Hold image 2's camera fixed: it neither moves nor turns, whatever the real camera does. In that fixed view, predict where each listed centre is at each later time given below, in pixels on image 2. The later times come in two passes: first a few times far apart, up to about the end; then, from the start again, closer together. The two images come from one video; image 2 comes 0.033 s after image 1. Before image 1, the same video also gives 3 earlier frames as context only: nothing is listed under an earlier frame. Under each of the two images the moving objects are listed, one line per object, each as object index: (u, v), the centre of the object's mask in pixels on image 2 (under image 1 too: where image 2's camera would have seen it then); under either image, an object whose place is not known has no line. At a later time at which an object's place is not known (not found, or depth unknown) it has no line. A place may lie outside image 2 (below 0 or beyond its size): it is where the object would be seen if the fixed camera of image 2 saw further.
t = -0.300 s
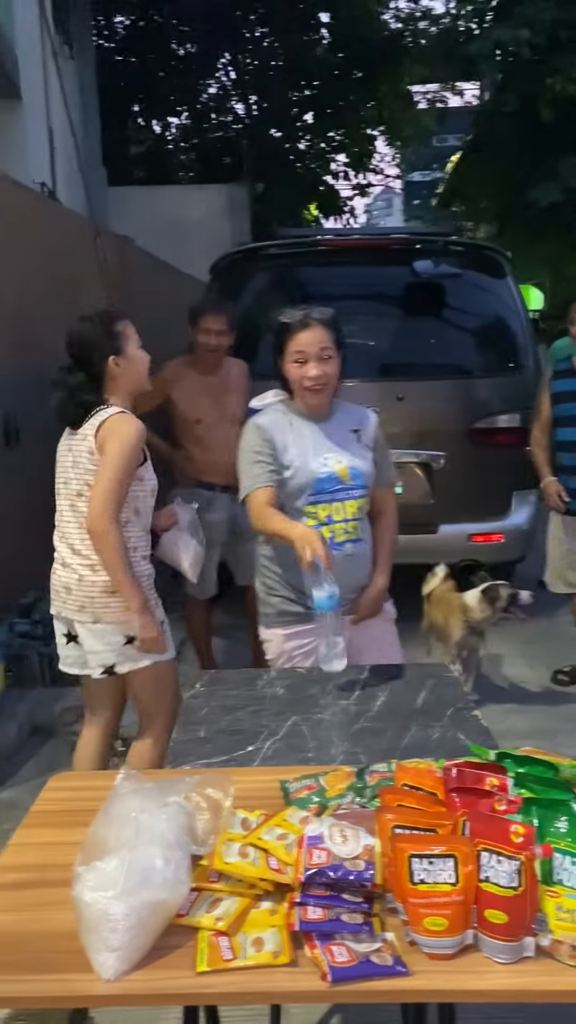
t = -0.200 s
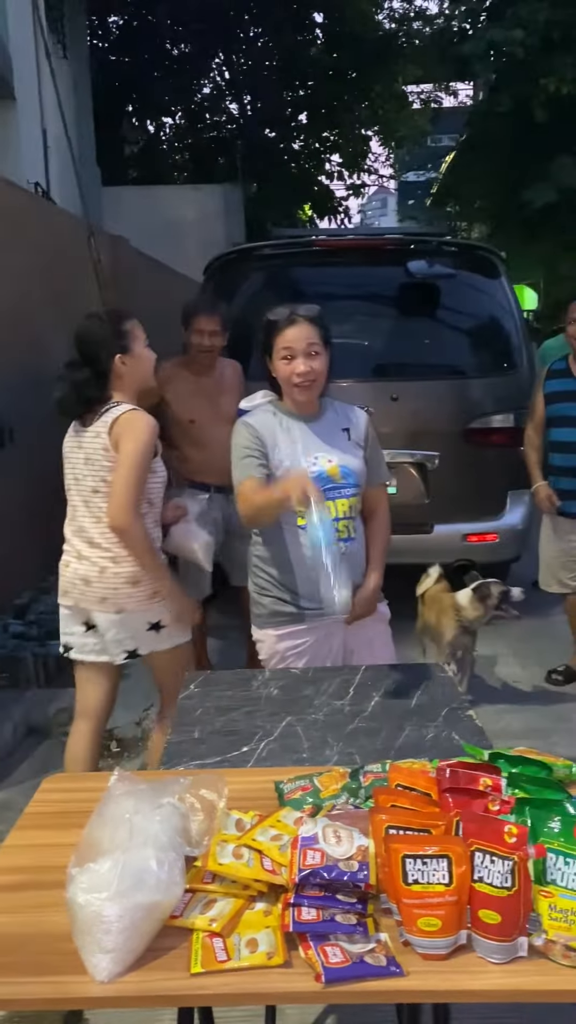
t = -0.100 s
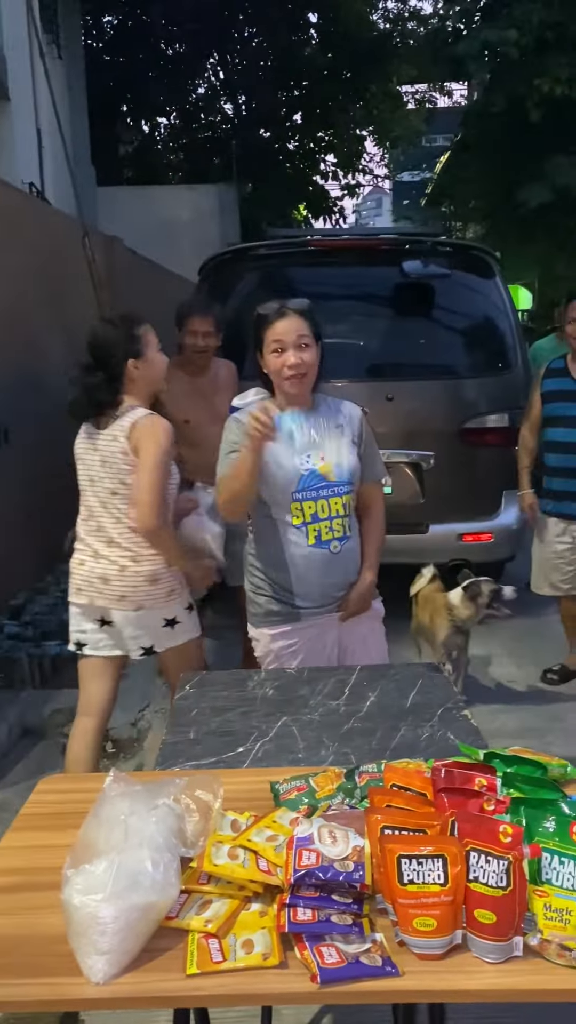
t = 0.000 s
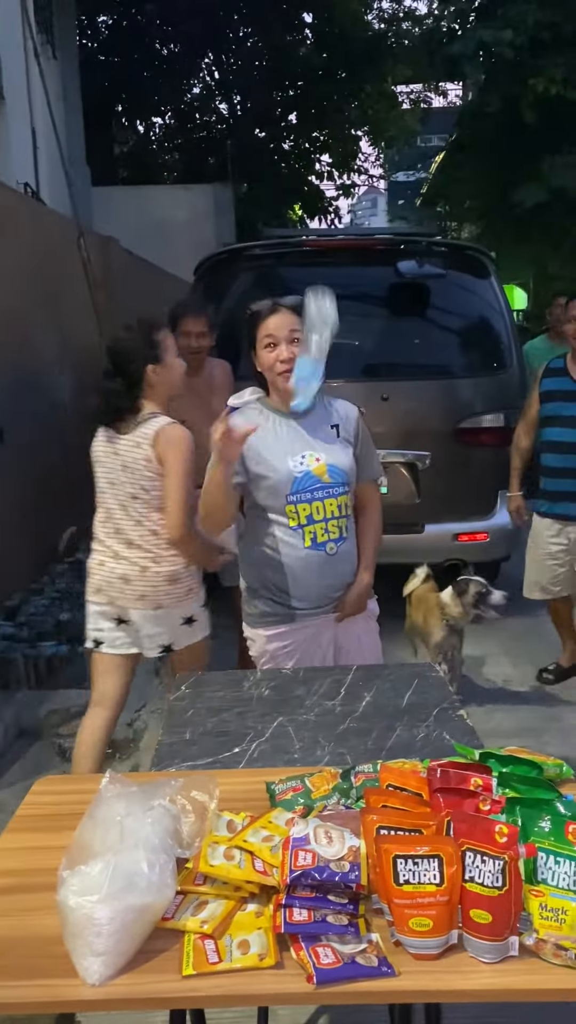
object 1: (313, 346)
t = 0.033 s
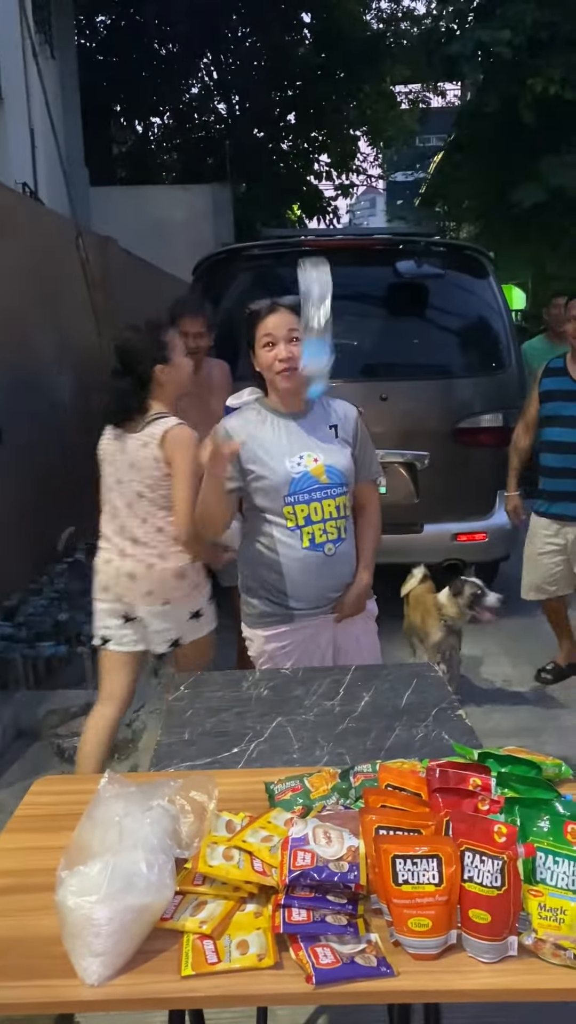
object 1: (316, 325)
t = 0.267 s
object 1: (323, 249)
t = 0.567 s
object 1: (317, 655)
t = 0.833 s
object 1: (307, 715)
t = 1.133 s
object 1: (298, 749)
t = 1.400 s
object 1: (275, 747)
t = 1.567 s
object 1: (256, 744)
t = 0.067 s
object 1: (321, 305)
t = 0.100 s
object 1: (326, 285)
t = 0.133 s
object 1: (330, 266)
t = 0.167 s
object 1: (332, 251)
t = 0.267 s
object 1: (323, 249)
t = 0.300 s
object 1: (320, 266)
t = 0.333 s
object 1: (318, 290)
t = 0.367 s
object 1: (317, 322)
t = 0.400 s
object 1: (315, 363)
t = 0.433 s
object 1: (316, 403)
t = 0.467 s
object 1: (315, 453)
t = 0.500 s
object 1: (315, 527)
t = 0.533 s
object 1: (316, 595)
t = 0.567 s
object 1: (317, 655)
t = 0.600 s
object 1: (317, 706)
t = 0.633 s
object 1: (314, 707)
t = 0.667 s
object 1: (313, 708)
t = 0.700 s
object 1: (312, 709)
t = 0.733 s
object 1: (312, 710)
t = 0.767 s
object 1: (311, 711)
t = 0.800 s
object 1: (309, 713)
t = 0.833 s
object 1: (307, 715)
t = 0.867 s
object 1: (305, 718)
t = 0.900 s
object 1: (302, 721)
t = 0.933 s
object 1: (301, 727)
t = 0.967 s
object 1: (299, 733)
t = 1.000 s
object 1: (298, 742)
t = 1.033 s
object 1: (298, 751)
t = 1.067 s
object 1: (299, 753)
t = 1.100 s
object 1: (298, 750)
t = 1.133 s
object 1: (298, 749)
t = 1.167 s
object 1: (298, 750)
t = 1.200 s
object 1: (296, 750)
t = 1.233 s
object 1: (292, 749)
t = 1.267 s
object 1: (288, 749)
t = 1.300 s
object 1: (284, 749)
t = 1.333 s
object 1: (281, 748)
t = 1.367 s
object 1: (278, 748)
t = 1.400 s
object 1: (275, 747)
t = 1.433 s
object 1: (271, 747)
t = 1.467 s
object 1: (267, 746)
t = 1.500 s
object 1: (264, 745)
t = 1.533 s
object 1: (260, 745)
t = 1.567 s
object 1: (256, 744)
